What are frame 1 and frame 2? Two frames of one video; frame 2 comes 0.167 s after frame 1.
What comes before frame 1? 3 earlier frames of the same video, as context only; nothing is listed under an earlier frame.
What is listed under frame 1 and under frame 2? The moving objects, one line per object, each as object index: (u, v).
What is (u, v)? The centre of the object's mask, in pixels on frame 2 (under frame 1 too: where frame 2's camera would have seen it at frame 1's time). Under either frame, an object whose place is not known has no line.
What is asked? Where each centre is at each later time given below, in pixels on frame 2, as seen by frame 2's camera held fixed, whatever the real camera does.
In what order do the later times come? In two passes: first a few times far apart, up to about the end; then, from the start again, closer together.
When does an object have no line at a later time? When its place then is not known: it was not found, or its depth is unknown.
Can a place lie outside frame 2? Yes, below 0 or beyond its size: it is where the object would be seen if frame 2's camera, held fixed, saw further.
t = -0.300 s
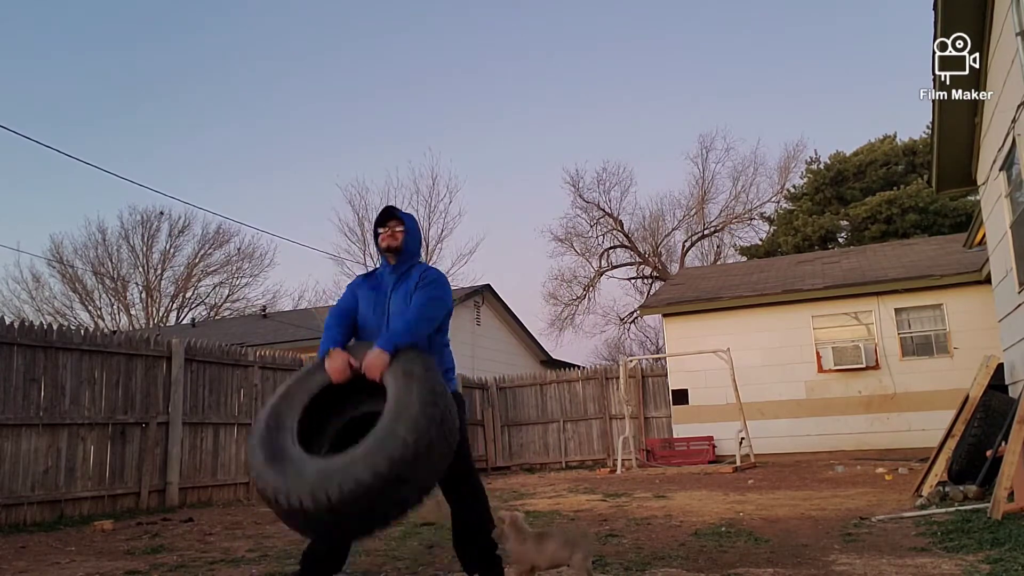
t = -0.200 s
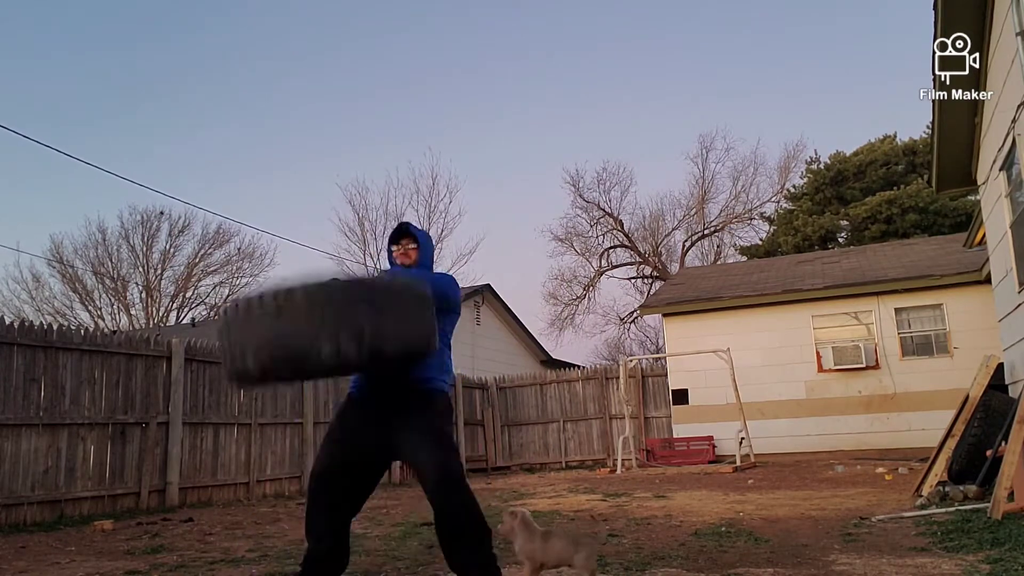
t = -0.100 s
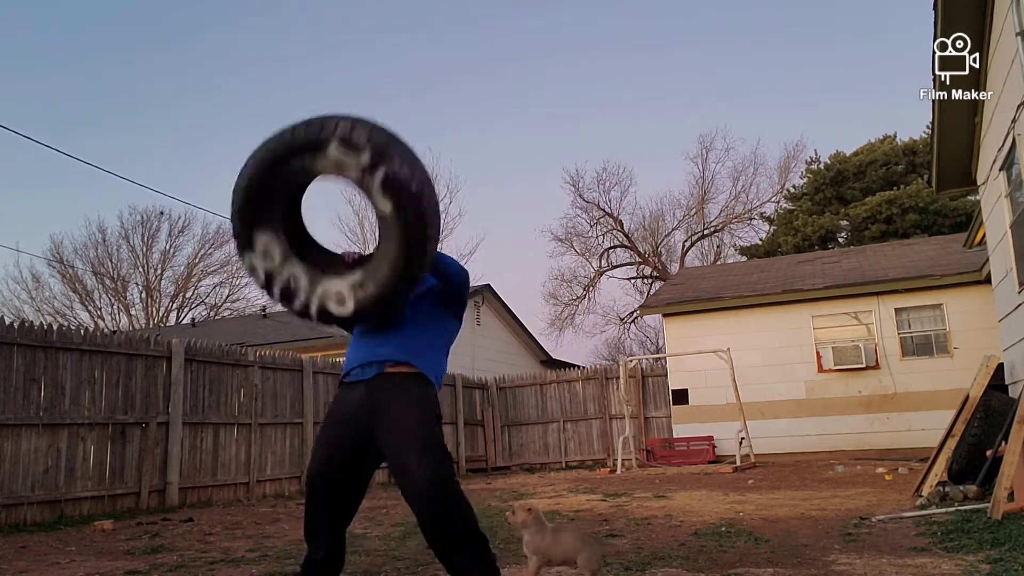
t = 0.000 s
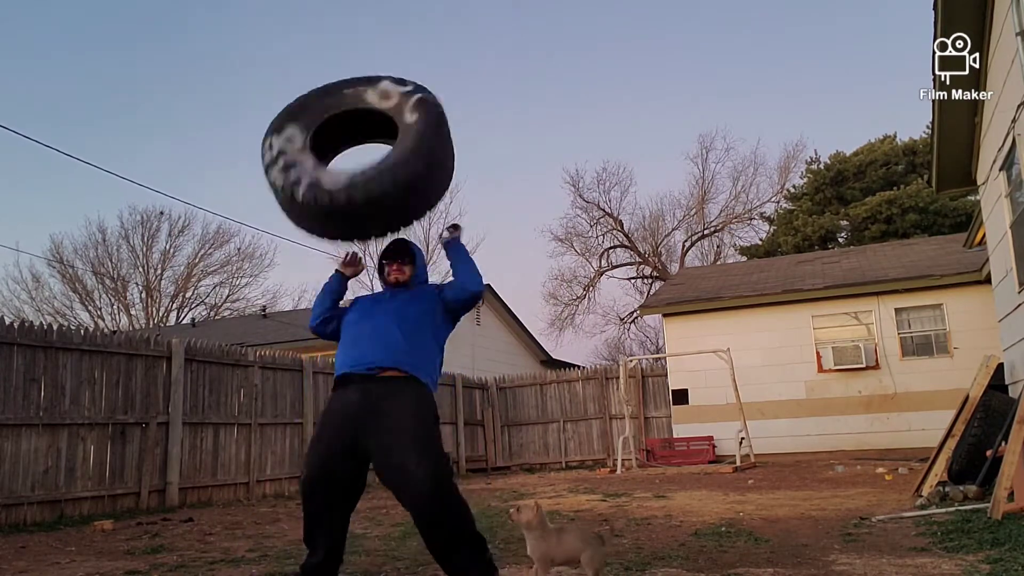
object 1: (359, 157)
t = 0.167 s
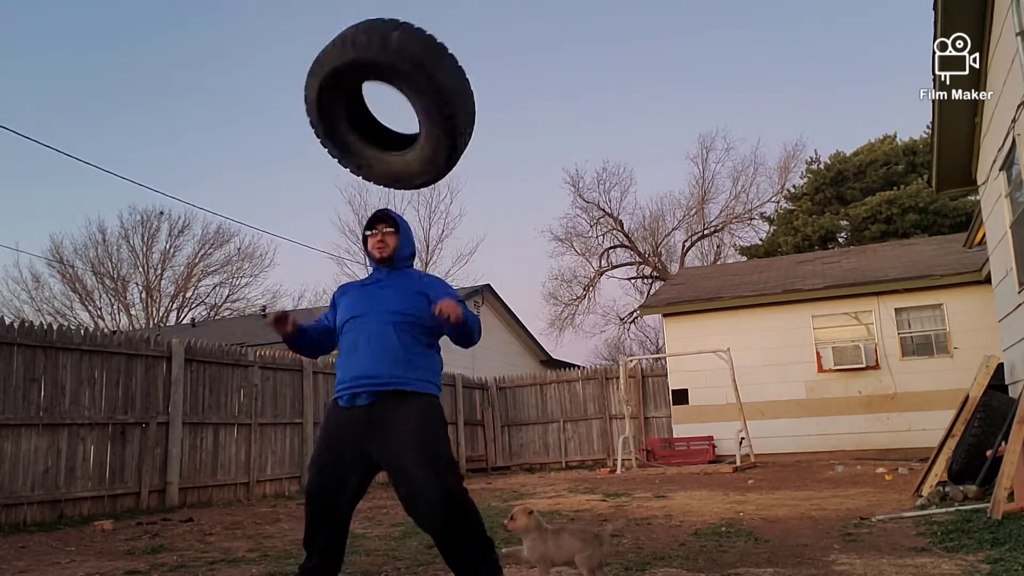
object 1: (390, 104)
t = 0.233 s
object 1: (402, 106)
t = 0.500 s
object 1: (439, 170)
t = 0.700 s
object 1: (471, 285)
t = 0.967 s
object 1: (498, 489)
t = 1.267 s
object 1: (547, 474)
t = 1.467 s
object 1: (561, 462)
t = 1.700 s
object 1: (576, 467)
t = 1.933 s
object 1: (597, 476)
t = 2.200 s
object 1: (634, 466)
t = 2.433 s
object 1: (644, 463)
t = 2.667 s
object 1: (647, 462)
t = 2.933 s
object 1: (640, 464)
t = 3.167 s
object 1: (627, 472)
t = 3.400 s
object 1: (615, 492)
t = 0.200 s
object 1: (396, 104)
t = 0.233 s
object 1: (402, 106)
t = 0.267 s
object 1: (407, 110)
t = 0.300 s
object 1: (413, 115)
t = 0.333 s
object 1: (416, 121)
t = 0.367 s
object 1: (419, 124)
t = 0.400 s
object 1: (424, 131)
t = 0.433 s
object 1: (431, 140)
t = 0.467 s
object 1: (435, 154)
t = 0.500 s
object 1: (439, 170)
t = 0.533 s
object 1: (443, 186)
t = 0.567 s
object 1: (449, 203)
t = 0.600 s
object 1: (454, 222)
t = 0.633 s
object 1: (460, 242)
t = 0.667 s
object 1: (465, 263)
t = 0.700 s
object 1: (471, 285)
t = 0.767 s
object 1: (478, 326)
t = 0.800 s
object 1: (481, 351)
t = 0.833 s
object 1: (484, 380)
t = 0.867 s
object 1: (489, 409)
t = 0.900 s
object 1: (493, 439)
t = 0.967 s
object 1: (498, 489)
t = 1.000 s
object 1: (505, 499)
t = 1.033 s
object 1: (513, 501)
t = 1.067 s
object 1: (522, 495)
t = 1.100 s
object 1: (525, 488)
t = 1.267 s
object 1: (547, 474)
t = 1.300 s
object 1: (552, 475)
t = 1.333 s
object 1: (554, 471)
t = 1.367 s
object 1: (556, 466)
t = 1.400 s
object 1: (558, 464)
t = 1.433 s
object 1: (559, 462)
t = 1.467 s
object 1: (561, 462)
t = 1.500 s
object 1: (563, 463)
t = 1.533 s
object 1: (565, 466)
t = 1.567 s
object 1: (567, 468)
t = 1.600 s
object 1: (569, 469)
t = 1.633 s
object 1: (571, 467)
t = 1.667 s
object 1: (574, 466)
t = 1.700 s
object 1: (576, 467)
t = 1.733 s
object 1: (579, 469)
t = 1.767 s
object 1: (581, 471)
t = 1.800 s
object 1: (583, 472)
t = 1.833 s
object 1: (586, 471)
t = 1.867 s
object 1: (589, 473)
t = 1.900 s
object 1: (593, 475)
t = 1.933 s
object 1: (597, 476)
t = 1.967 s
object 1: (602, 476)
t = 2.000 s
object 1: (607, 476)
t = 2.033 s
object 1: (612, 475)
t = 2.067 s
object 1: (616, 473)
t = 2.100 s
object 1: (621, 472)
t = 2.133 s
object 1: (625, 471)
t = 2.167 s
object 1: (628, 469)
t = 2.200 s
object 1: (634, 466)
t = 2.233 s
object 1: (637, 466)
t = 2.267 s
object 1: (639, 465)
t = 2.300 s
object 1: (640, 465)
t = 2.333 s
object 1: (641, 465)
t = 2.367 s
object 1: (642, 465)
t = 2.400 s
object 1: (643, 463)
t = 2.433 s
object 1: (644, 463)
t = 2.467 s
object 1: (645, 463)
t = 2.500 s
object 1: (645, 462)
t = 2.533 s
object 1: (646, 462)
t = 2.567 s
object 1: (646, 462)
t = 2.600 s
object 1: (646, 462)
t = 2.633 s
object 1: (647, 462)
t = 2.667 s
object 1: (647, 462)
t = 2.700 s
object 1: (646, 462)
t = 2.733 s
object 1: (646, 462)
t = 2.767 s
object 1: (645, 463)
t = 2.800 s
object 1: (644, 463)
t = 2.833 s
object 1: (644, 463)
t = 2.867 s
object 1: (643, 463)
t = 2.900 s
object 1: (642, 463)
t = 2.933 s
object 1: (640, 464)
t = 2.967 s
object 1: (639, 464)
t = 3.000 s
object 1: (637, 465)
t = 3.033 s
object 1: (635, 466)
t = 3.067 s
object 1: (634, 467)
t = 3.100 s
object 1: (632, 468)
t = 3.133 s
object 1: (629, 470)
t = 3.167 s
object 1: (627, 472)
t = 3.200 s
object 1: (625, 474)
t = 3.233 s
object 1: (623, 477)
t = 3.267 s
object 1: (621, 481)
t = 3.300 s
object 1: (619, 485)
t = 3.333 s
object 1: (617, 490)
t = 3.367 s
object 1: (616, 494)
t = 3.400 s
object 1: (615, 492)
